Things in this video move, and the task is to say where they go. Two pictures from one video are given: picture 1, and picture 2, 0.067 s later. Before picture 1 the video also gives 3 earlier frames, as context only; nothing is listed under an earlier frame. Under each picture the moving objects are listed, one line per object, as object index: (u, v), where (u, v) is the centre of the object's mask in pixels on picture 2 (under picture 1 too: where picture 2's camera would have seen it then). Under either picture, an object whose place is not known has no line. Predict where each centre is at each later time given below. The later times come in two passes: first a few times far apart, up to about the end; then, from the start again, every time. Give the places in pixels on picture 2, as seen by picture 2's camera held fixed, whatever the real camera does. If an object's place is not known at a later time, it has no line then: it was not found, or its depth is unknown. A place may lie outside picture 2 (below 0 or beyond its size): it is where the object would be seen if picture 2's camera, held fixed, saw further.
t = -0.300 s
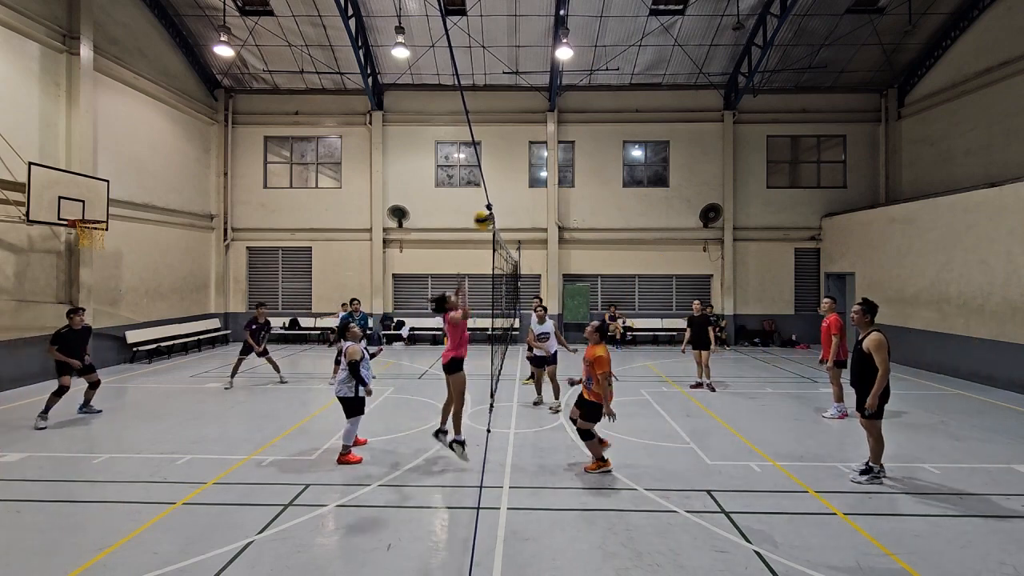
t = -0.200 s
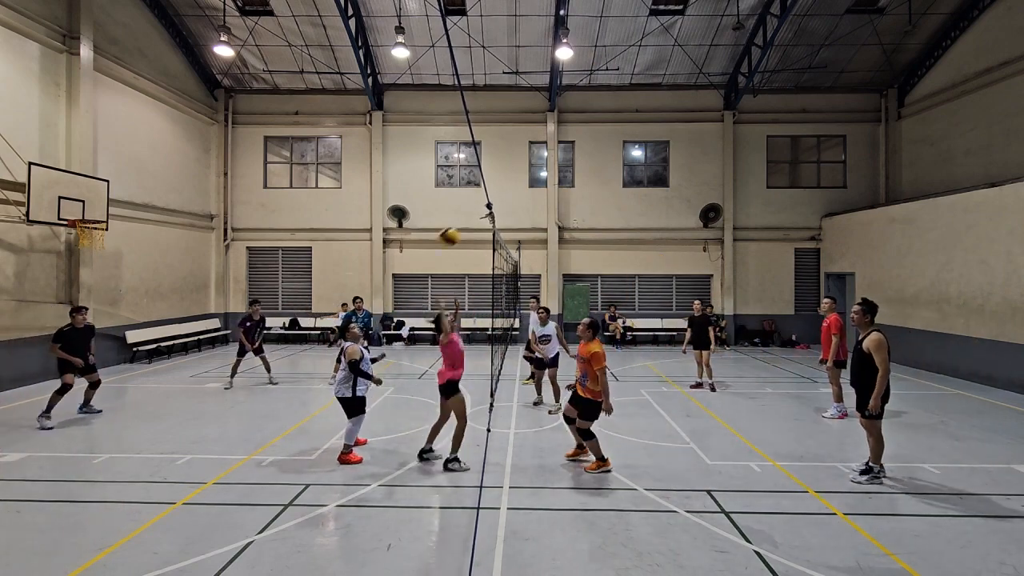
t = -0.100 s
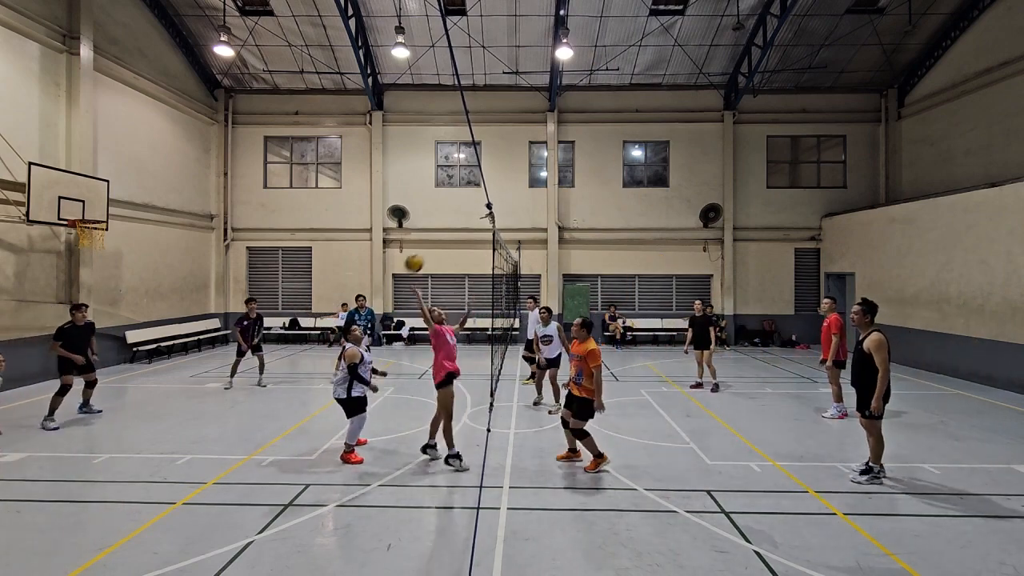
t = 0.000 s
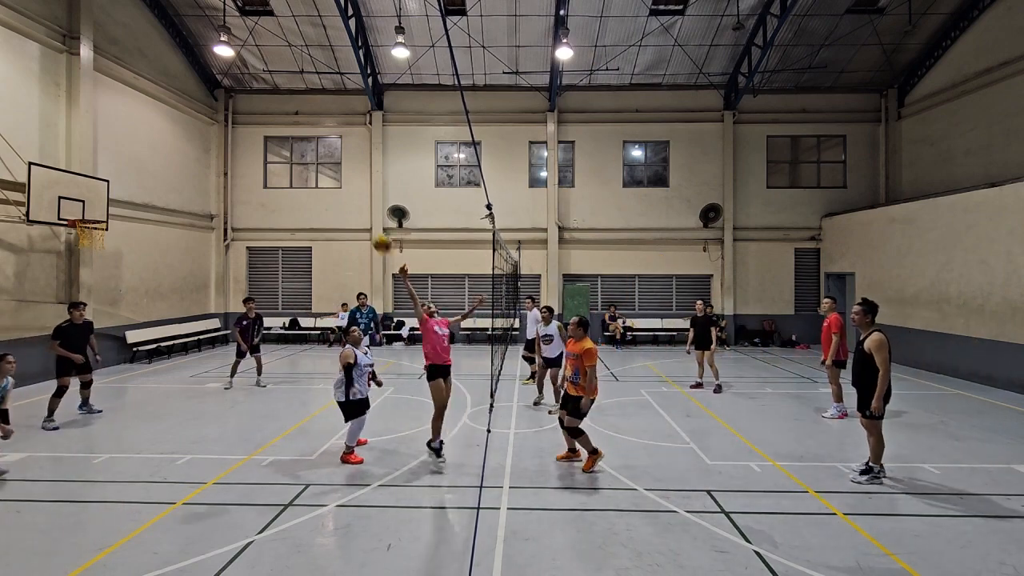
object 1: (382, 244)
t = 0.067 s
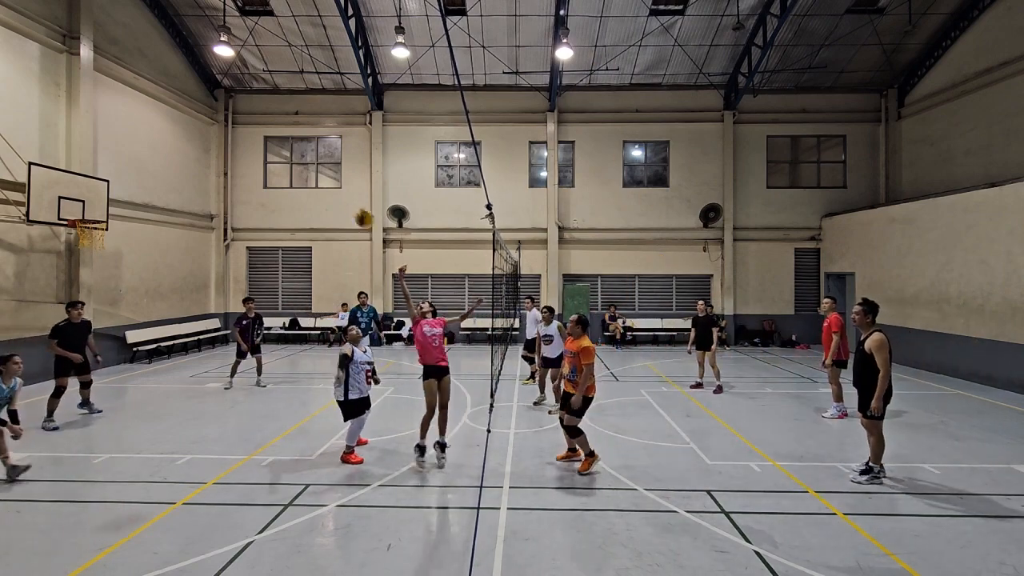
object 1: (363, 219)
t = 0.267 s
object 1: (310, 167)
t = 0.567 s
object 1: (234, 158)
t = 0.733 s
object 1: (194, 187)
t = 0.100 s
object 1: (355, 207)
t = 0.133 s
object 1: (346, 197)
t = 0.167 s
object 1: (336, 188)
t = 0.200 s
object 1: (327, 180)
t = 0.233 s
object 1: (319, 174)
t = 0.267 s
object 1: (310, 167)
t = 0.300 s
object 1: (302, 161)
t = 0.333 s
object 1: (294, 158)
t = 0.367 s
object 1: (284, 155)
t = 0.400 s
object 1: (276, 154)
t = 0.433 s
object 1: (268, 152)
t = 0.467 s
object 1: (259, 152)
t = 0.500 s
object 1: (250, 153)
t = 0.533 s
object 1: (242, 156)
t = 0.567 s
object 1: (234, 158)
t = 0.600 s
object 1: (226, 162)
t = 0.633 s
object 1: (218, 165)
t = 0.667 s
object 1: (209, 173)
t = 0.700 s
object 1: (201, 179)
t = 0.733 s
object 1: (194, 187)
